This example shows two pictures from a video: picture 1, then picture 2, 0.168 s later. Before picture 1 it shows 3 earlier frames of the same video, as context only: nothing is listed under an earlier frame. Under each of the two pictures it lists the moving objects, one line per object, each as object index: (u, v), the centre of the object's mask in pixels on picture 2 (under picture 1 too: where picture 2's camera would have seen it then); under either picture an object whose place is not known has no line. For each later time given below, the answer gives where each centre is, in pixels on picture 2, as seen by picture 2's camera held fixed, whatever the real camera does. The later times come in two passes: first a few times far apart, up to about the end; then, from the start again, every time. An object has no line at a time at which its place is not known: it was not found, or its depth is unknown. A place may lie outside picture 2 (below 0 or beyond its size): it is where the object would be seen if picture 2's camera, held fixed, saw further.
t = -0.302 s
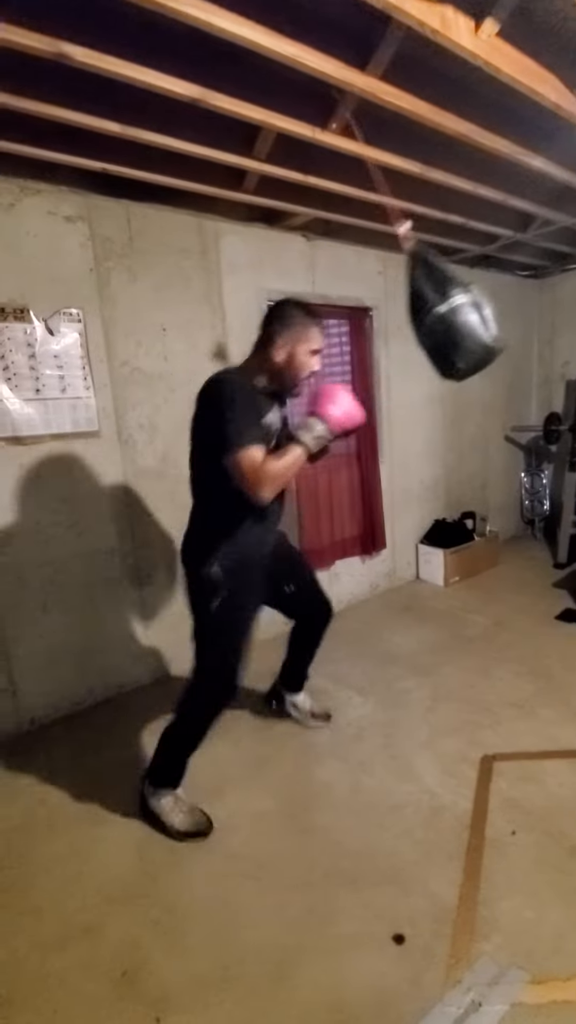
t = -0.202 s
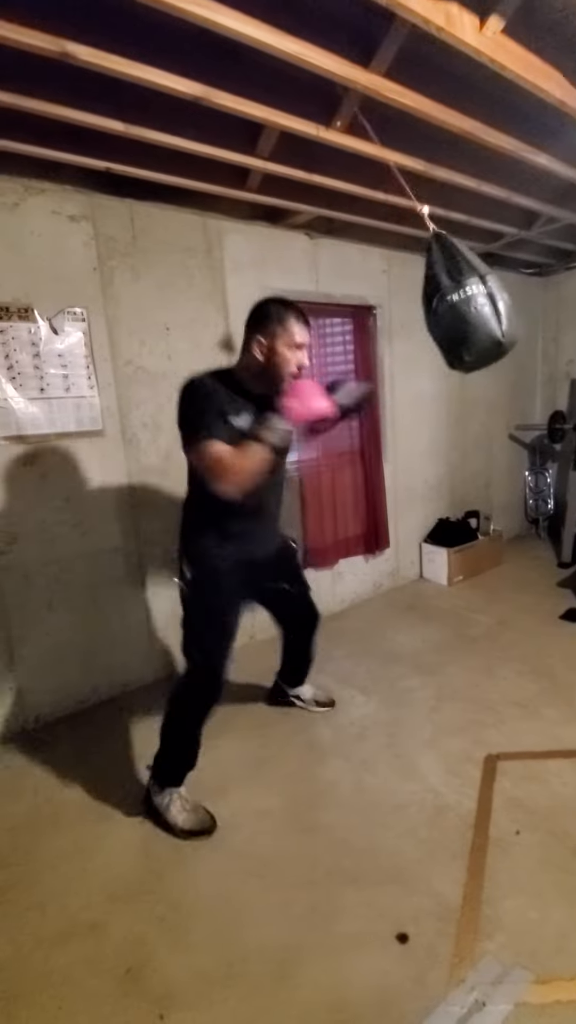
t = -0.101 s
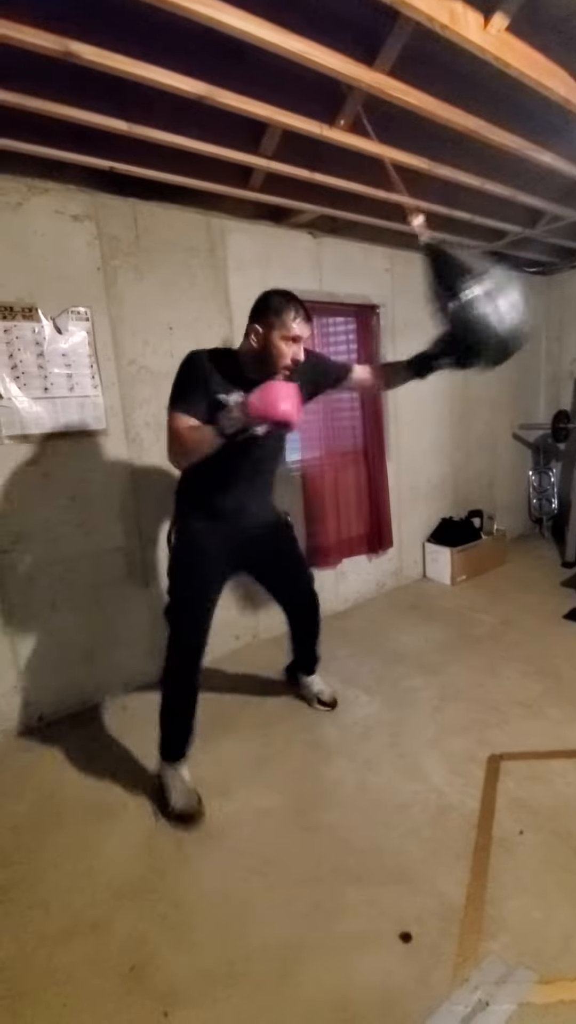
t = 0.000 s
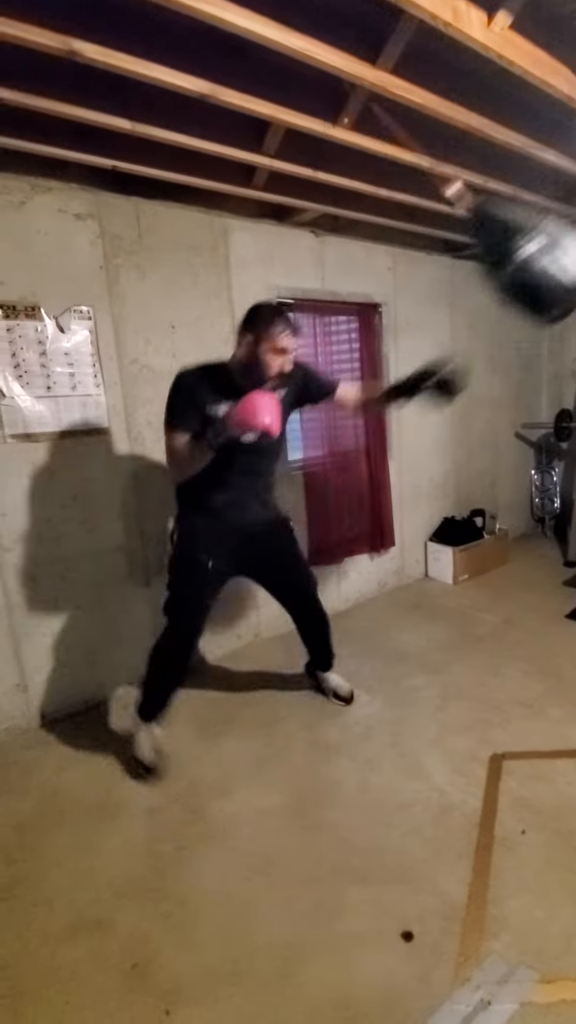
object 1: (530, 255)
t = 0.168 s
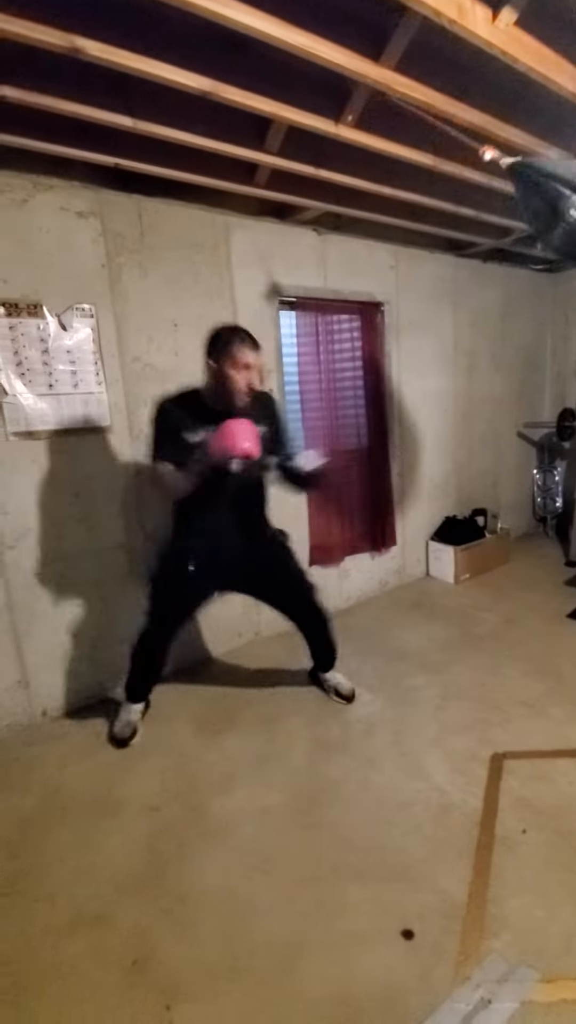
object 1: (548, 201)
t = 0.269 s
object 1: (546, 200)
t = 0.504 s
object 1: (524, 271)
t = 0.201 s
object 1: (547, 200)
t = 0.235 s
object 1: (547, 200)
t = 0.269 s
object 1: (546, 200)
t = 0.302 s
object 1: (544, 204)
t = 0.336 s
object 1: (544, 209)
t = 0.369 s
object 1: (544, 215)
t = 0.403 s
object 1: (542, 226)
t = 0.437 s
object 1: (537, 237)
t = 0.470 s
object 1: (532, 253)
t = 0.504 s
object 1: (524, 271)
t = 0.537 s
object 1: (512, 287)
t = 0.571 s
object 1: (493, 300)
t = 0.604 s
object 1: (474, 315)
